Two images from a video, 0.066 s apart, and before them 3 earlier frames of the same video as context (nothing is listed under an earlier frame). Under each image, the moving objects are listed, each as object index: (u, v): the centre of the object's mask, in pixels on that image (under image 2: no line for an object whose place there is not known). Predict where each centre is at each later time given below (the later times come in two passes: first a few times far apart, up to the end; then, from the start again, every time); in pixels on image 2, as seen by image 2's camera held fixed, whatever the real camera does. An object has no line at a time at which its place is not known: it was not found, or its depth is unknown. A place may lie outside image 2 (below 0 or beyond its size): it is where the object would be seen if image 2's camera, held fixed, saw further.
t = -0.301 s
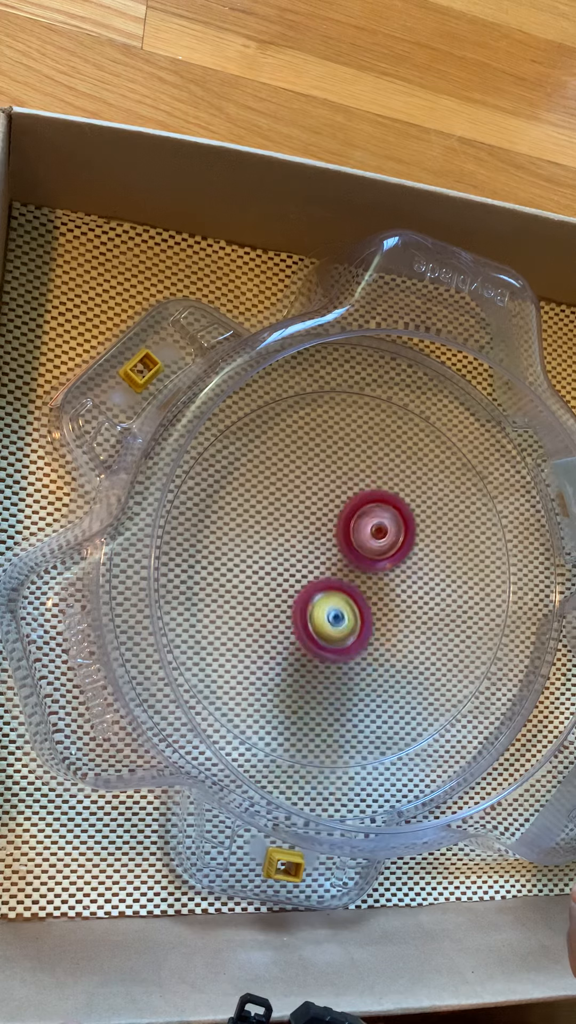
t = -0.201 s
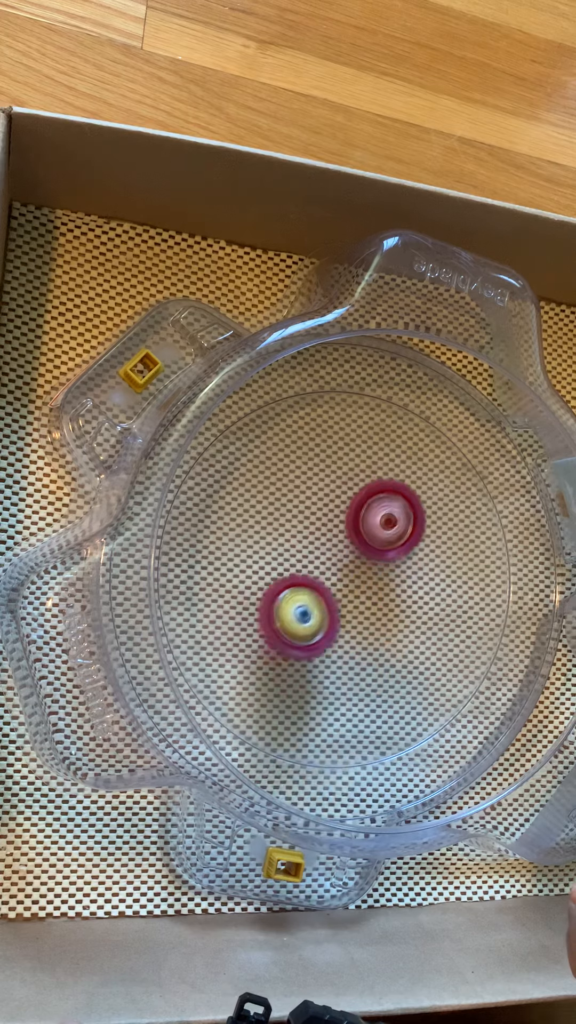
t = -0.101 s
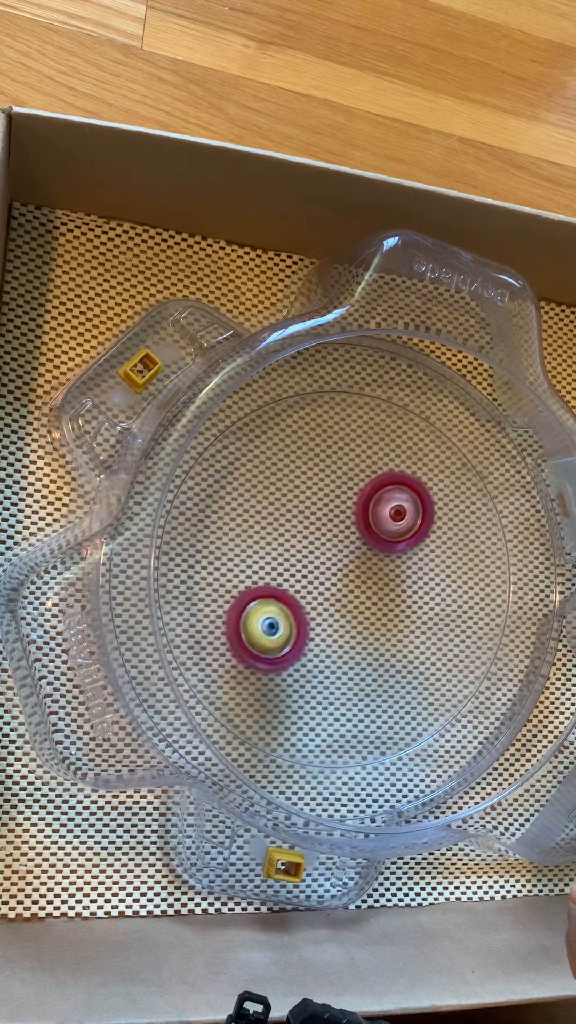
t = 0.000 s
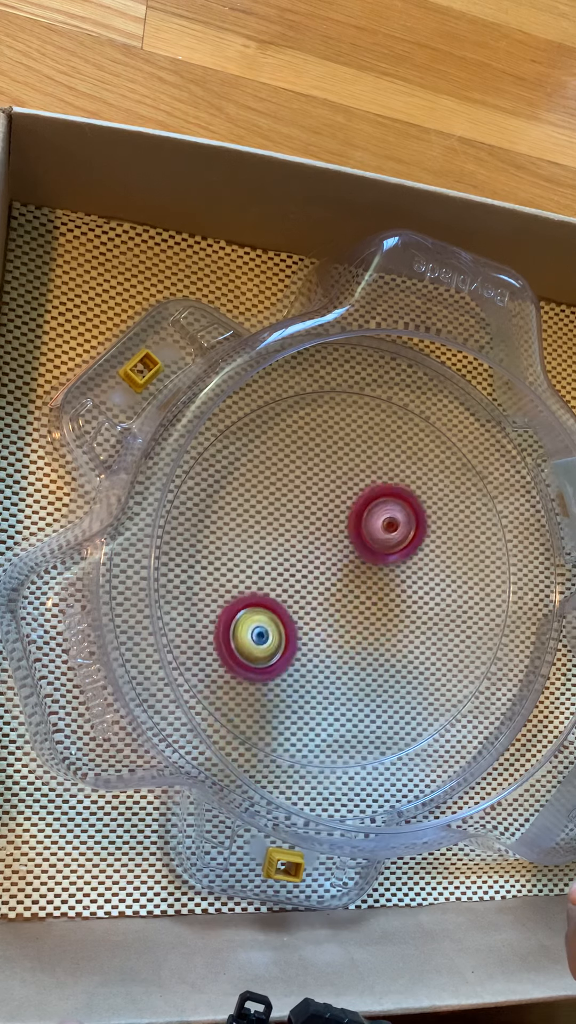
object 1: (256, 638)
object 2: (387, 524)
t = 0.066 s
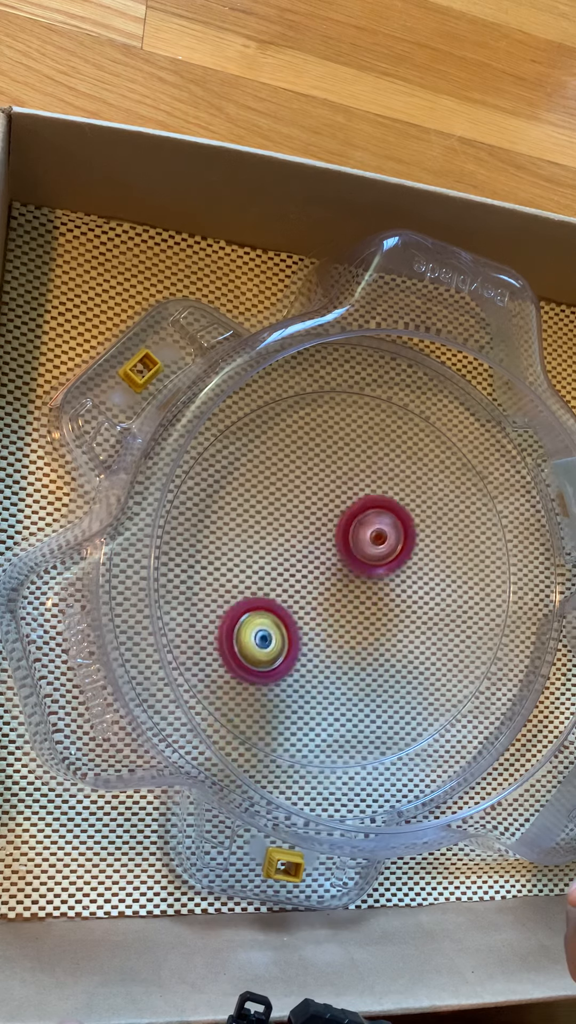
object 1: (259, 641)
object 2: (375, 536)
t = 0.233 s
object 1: (287, 627)
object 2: (358, 570)
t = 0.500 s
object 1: (248, 626)
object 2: (432, 532)
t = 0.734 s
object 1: (290, 578)
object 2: (370, 523)
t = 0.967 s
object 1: (231, 564)
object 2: (431, 537)
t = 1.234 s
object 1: (265, 565)
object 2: (375, 562)
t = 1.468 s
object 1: (293, 525)
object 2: (398, 610)
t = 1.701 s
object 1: (317, 506)
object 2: (406, 602)
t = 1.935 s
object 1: (334, 512)
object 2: (370, 591)
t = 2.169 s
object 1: (348, 505)
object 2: (341, 627)
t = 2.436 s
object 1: (354, 532)
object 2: (353, 633)
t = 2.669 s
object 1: (397, 541)
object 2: (341, 631)
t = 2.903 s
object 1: (401, 543)
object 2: (325, 618)
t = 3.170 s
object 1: (388, 567)
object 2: (304, 602)
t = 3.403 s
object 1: (392, 612)
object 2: (308, 582)
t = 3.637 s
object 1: (397, 616)
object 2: (325, 565)
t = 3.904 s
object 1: (390, 612)
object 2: (327, 549)
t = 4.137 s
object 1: (349, 631)
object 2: (332, 541)
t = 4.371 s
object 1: (341, 625)
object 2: (352, 531)
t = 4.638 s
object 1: (355, 630)
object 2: (358, 537)
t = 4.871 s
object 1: (328, 634)
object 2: (348, 547)
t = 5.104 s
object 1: (302, 617)
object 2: (351, 546)
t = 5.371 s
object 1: (301, 601)
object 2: (373, 551)
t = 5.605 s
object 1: (306, 593)
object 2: (385, 563)
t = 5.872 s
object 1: (306, 583)
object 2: (389, 574)
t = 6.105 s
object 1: (304, 574)
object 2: (388, 583)
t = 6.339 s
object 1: (306, 561)
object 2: (385, 592)
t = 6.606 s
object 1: (311, 549)
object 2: (378, 603)
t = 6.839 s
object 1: (316, 540)
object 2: (369, 612)
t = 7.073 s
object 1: (328, 531)
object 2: (357, 616)
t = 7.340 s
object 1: (349, 526)
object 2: (343, 615)
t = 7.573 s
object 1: (367, 530)
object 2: (329, 609)
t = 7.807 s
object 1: (381, 540)
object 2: (320, 599)
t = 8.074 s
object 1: (395, 557)
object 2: (317, 587)
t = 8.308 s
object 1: (401, 575)
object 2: (319, 576)
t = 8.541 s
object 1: (398, 593)
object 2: (320, 566)
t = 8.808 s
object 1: (395, 599)
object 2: (307, 553)
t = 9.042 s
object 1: (386, 591)
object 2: (308, 555)
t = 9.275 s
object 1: (381, 591)
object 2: (304, 558)
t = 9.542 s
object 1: (379, 594)
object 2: (297, 554)
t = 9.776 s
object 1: (405, 633)
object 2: (279, 527)
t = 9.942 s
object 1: (390, 632)
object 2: (298, 535)
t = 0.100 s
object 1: (263, 642)
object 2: (368, 542)
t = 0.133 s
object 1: (267, 641)
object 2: (362, 546)
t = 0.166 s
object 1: (280, 635)
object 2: (354, 558)
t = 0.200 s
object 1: (286, 630)
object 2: (352, 564)
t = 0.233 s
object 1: (287, 627)
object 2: (358, 570)
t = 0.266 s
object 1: (274, 630)
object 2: (381, 566)
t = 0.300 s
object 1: (263, 633)
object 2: (401, 562)
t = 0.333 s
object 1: (255, 634)
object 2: (416, 559)
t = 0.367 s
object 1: (249, 634)
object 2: (427, 555)
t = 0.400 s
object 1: (245, 633)
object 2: (433, 551)
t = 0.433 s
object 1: (245, 632)
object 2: (436, 545)
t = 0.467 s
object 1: (245, 629)
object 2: (436, 538)
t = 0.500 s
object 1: (248, 626)
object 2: (432, 532)
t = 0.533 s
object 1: (252, 622)
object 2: (425, 526)
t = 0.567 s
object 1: (258, 617)
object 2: (416, 522)
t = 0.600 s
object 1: (263, 611)
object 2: (406, 520)
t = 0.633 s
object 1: (269, 604)
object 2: (396, 519)
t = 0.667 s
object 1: (276, 596)
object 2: (386, 520)
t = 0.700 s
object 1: (282, 587)
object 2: (378, 521)
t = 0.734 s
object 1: (290, 578)
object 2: (370, 523)
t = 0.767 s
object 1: (293, 571)
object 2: (367, 527)
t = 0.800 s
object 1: (276, 570)
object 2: (387, 526)
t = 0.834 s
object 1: (262, 569)
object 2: (404, 525)
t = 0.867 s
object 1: (250, 568)
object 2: (416, 526)
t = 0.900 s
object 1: (241, 566)
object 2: (425, 529)
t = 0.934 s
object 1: (235, 565)
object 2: (429, 532)
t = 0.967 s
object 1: (231, 564)
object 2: (431, 537)
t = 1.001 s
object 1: (229, 564)
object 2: (429, 542)
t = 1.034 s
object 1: (229, 564)
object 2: (424, 546)
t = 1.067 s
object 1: (231, 565)
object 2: (417, 550)
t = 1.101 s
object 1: (235, 566)
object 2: (409, 553)
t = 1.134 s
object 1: (240, 568)
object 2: (399, 555)
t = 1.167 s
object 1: (247, 568)
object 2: (391, 557)
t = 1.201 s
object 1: (256, 567)
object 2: (382, 559)
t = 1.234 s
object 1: (265, 565)
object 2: (375, 562)
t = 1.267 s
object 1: (276, 562)
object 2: (369, 566)
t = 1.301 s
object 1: (285, 558)
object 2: (366, 571)
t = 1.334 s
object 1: (285, 549)
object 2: (374, 580)
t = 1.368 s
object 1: (286, 541)
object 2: (381, 588)
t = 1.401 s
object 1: (288, 536)
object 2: (387, 597)
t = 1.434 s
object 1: (290, 531)
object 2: (393, 604)
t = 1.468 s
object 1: (293, 525)
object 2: (398, 610)
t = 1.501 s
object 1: (297, 520)
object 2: (402, 615)
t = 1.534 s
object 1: (301, 517)
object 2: (407, 619)
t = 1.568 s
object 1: (304, 514)
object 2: (409, 620)
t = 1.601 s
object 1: (308, 511)
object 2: (410, 618)
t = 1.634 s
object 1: (311, 509)
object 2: (410, 614)
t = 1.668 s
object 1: (314, 507)
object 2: (408, 608)
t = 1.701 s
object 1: (317, 506)
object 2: (406, 602)
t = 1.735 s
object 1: (320, 506)
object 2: (403, 596)
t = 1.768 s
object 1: (323, 506)
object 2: (399, 593)
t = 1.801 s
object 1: (325, 506)
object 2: (394, 590)
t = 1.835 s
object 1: (327, 507)
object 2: (389, 589)
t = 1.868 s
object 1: (329, 509)
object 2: (383, 589)
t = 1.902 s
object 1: (332, 510)
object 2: (376, 590)
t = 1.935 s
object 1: (334, 512)
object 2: (370, 591)
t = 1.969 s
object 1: (336, 509)
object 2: (365, 597)
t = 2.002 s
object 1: (339, 507)
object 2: (360, 602)
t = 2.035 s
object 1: (342, 506)
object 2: (355, 608)
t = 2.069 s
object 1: (344, 505)
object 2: (350, 612)
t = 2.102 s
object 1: (346, 505)
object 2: (347, 617)
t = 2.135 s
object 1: (348, 504)
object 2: (343, 622)
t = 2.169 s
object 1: (348, 505)
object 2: (341, 627)
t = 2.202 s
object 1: (349, 507)
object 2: (340, 631)
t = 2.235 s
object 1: (348, 509)
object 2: (340, 634)
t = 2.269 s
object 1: (347, 513)
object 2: (341, 638)
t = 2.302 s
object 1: (347, 516)
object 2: (343, 639)
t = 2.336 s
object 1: (346, 519)
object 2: (345, 640)
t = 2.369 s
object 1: (348, 523)
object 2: (348, 638)
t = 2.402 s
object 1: (350, 527)
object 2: (351, 636)
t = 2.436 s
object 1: (354, 532)
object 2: (353, 633)
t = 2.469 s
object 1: (358, 535)
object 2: (355, 631)
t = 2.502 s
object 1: (363, 539)
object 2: (355, 629)
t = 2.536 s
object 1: (369, 540)
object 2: (354, 629)
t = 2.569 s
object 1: (377, 540)
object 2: (350, 630)
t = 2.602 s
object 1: (384, 539)
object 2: (348, 631)
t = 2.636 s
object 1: (390, 539)
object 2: (344, 631)
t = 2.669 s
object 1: (397, 541)
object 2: (341, 631)
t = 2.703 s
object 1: (402, 541)
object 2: (338, 630)
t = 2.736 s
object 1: (406, 542)
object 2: (336, 629)
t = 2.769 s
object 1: (409, 543)
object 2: (333, 627)
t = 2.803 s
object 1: (410, 544)
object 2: (330, 625)
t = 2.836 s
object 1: (408, 544)
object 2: (329, 623)
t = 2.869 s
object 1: (405, 543)
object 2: (327, 621)
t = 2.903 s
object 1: (401, 543)
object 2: (325, 618)
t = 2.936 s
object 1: (397, 544)
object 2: (324, 615)
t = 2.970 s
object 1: (393, 544)
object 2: (323, 612)
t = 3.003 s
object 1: (388, 546)
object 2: (321, 610)
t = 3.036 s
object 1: (385, 549)
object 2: (320, 608)
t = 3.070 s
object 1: (383, 552)
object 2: (318, 605)
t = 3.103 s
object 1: (385, 557)
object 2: (312, 605)
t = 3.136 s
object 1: (386, 562)
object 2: (307, 604)
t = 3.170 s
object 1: (388, 567)
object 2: (304, 602)
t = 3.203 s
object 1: (389, 574)
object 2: (302, 600)
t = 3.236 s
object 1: (389, 582)
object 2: (301, 597)
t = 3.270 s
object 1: (390, 589)
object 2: (301, 595)
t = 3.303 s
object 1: (390, 595)
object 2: (301, 591)
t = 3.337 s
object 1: (391, 603)
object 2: (302, 588)
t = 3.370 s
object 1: (391, 608)
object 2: (305, 585)
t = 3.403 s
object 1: (392, 612)
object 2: (308, 582)
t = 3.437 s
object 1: (393, 616)
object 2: (311, 579)
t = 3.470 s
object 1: (394, 619)
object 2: (314, 578)
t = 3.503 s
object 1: (395, 621)
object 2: (317, 575)
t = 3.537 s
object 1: (395, 621)
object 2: (320, 574)
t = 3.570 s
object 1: (396, 619)
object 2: (323, 572)
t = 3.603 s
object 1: (397, 619)
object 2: (324, 568)
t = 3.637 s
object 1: (397, 616)
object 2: (325, 565)
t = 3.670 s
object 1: (397, 613)
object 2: (325, 563)
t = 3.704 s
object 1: (398, 610)
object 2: (326, 560)
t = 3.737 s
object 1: (399, 608)
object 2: (327, 558)
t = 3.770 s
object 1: (399, 606)
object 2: (327, 556)
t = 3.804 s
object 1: (399, 605)
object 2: (327, 554)
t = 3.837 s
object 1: (397, 605)
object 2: (328, 553)
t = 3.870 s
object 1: (394, 609)
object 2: (327, 552)
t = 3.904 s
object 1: (390, 612)
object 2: (327, 549)
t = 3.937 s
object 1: (384, 617)
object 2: (326, 546)
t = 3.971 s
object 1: (376, 620)
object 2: (326, 546)
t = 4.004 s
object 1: (369, 623)
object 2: (327, 544)
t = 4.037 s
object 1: (363, 629)
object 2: (328, 542)
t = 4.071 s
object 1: (358, 632)
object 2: (329, 541)
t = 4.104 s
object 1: (354, 633)
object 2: (331, 541)
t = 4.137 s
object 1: (349, 631)
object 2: (332, 541)
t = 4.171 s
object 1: (347, 630)
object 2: (335, 541)
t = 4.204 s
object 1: (344, 630)
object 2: (338, 538)
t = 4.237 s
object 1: (342, 629)
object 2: (341, 536)
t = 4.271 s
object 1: (341, 627)
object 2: (343, 535)
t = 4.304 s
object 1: (341, 624)
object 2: (345, 535)
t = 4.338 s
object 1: (341, 624)
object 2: (349, 533)
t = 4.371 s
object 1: (341, 625)
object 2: (352, 531)
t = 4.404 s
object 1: (342, 625)
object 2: (354, 531)
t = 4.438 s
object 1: (344, 624)
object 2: (356, 532)
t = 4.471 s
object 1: (347, 623)
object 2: (357, 534)
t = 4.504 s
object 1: (349, 624)
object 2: (358, 534)
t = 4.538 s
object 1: (351, 625)
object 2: (359, 533)
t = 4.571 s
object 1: (352, 626)
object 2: (359, 534)
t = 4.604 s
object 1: (354, 628)
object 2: (359, 535)
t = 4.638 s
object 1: (355, 630)
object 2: (358, 537)
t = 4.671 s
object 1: (355, 631)
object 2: (356, 540)
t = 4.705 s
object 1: (353, 632)
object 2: (354, 542)
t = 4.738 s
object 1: (349, 634)
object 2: (353, 543)
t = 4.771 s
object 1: (346, 636)
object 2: (352, 544)
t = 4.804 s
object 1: (340, 636)
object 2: (351, 545)
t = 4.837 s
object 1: (334, 636)
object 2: (350, 546)
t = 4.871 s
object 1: (328, 634)
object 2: (348, 547)
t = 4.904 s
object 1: (323, 632)
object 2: (348, 547)
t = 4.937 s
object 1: (317, 631)
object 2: (347, 547)
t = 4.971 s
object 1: (312, 629)
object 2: (347, 547)
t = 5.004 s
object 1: (309, 626)
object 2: (348, 547)
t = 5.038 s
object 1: (306, 623)
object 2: (348, 546)
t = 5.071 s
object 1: (303, 620)
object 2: (349, 546)
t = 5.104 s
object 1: (302, 617)
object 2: (351, 546)
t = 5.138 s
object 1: (301, 614)
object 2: (353, 545)
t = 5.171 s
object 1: (300, 612)
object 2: (356, 545)
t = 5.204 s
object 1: (300, 609)
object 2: (359, 545)
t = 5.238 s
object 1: (301, 607)
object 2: (362, 546)
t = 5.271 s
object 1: (301, 605)
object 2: (365, 547)
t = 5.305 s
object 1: (302, 603)
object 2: (367, 548)
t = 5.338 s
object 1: (301, 602)
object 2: (371, 550)
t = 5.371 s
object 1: (301, 601)
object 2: (373, 551)
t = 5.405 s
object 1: (302, 599)
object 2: (375, 553)
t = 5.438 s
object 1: (304, 597)
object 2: (376, 554)
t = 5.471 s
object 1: (303, 596)
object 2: (379, 556)
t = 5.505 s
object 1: (304, 596)
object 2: (381, 558)
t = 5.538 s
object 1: (305, 595)
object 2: (382, 559)
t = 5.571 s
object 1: (305, 594)
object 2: (383, 560)
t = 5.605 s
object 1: (306, 593)
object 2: (385, 563)
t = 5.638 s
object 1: (306, 592)
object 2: (386, 564)
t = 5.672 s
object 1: (306, 591)
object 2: (386, 565)
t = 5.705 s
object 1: (306, 589)
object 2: (388, 567)
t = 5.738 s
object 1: (306, 588)
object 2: (388, 569)
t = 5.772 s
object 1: (306, 587)
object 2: (388, 570)
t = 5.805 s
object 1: (305, 585)
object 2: (389, 571)
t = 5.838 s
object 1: (305, 584)
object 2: (389, 573)
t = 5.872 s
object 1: (306, 583)
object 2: (389, 574)
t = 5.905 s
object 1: (305, 582)
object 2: (389, 576)
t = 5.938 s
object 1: (304, 581)
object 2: (389, 577)
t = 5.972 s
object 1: (305, 580)
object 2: (389, 578)
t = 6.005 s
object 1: (305, 579)
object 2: (388, 579)
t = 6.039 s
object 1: (304, 577)
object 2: (389, 581)
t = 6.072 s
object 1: (303, 575)
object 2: (389, 582)
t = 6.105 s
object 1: (304, 574)
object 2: (388, 583)
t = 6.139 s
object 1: (305, 573)
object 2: (387, 584)
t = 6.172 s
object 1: (304, 570)
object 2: (387, 586)
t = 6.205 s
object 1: (304, 568)
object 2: (387, 587)
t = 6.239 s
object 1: (305, 566)
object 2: (386, 588)
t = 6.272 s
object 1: (305, 564)
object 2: (386, 590)
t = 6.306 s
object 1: (305, 562)
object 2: (386, 591)
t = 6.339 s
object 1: (306, 561)
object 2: (385, 592)
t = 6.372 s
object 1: (306, 559)
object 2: (384, 593)
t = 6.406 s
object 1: (306, 558)
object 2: (383, 595)
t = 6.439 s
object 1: (307, 556)
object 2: (383, 597)
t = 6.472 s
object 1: (308, 555)
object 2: (381, 597)
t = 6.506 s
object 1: (308, 553)
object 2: (381, 599)
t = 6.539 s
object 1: (308, 552)
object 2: (380, 601)
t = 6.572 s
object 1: (310, 551)
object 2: (379, 602)
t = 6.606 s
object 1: (311, 549)
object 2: (378, 603)
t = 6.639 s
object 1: (311, 548)
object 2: (377, 604)
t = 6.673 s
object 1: (311, 546)
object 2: (376, 606)
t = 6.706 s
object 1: (313, 545)
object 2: (374, 607)
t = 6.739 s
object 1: (314, 545)
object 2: (373, 608)
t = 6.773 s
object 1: (314, 542)
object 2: (372, 611)
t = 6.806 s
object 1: (315, 541)
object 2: (370, 612)
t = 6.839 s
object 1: (316, 540)
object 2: (369, 612)
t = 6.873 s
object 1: (318, 540)
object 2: (367, 612)
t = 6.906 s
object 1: (320, 537)
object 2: (366, 614)
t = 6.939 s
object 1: (321, 535)
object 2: (365, 615)
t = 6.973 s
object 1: (323, 534)
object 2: (363, 615)
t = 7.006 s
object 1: (325, 534)
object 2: (361, 614)
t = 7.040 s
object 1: (327, 531)
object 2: (359, 615)
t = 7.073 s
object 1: (328, 531)
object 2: (357, 616)
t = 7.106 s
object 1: (331, 530)
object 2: (355, 615)
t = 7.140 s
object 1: (334, 527)
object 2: (353, 617)
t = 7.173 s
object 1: (336, 527)
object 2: (352, 616)
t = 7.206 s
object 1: (339, 527)
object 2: (350, 615)
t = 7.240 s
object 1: (341, 526)
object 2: (348, 615)
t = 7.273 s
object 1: (344, 525)
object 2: (346, 616)
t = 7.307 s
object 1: (347, 526)
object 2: (345, 615)
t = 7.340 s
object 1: (349, 526)
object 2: (343, 615)
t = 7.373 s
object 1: (352, 526)
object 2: (341, 614)
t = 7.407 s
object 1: (354, 526)
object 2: (339, 614)
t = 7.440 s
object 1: (357, 527)
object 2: (337, 613)
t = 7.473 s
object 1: (359, 528)
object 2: (335, 613)
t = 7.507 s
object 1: (362, 528)
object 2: (333, 612)
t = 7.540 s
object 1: (364, 529)
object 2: (331, 610)
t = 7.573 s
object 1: (367, 530)
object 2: (329, 609)
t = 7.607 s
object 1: (370, 530)
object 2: (327, 608)
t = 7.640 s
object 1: (372, 532)
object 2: (326, 606)
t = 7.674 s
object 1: (374, 534)
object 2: (324, 605)
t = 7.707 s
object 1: (376, 535)
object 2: (323, 603)
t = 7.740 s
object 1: (378, 536)
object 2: (321, 601)
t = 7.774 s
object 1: (380, 538)
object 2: (320, 600)
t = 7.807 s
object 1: (381, 540)
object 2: (320, 599)
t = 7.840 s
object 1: (383, 542)
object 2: (319, 598)
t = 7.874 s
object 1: (385, 545)
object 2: (318, 596)
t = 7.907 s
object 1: (387, 547)
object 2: (317, 594)
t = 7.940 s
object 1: (389, 549)
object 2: (317, 593)
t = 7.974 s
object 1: (391, 551)
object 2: (317, 592)
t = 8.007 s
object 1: (393, 553)
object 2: (317, 590)
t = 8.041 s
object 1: (394, 555)
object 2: (317, 589)
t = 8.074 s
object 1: (395, 557)
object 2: (317, 587)
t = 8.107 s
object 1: (396, 559)
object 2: (317, 586)
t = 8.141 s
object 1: (397, 562)
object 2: (317, 584)
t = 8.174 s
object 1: (398, 565)
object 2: (317, 582)
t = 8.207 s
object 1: (400, 568)
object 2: (318, 580)
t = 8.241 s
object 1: (401, 570)
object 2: (318, 579)
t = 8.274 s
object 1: (401, 572)
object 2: (318, 578)
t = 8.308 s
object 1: (401, 575)
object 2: (319, 576)
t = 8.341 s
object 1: (401, 578)
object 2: (319, 575)
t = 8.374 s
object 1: (402, 582)
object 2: (319, 573)
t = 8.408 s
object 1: (402, 584)
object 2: (320, 571)
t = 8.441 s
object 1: (403, 587)
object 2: (319, 569)
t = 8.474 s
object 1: (402, 591)
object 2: (318, 567)
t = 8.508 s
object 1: (401, 592)
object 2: (318, 567)
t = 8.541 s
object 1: (398, 593)
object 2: (320, 566)
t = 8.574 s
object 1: (403, 599)
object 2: (313, 561)
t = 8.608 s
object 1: (407, 603)
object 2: (305, 554)
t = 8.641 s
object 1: (407, 606)
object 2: (301, 550)
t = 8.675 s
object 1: (406, 607)
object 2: (300, 548)
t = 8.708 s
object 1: (404, 606)
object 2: (302, 548)
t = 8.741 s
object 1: (401, 604)
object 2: (303, 549)
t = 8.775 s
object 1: (398, 601)
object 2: (305, 551)
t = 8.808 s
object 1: (395, 599)
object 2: (307, 553)
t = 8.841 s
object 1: (391, 597)
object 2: (308, 555)
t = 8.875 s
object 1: (388, 595)
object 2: (309, 557)
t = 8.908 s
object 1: (386, 592)
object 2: (310, 559)
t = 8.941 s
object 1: (386, 592)
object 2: (307, 558)
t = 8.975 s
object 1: (387, 592)
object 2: (305, 556)
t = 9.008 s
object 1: (387, 592)
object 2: (306, 554)
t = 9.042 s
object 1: (386, 591)
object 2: (308, 555)
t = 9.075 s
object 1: (385, 590)
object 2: (308, 556)
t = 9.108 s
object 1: (386, 591)
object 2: (305, 555)
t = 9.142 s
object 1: (388, 592)
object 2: (304, 554)
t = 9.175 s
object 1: (387, 592)
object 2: (304, 555)
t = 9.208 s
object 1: (386, 592)
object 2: (304, 555)
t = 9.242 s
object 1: (384, 591)
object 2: (304, 557)
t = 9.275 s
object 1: (381, 591)
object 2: (304, 558)
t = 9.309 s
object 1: (381, 590)
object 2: (302, 558)
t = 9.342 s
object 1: (383, 591)
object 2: (297, 554)
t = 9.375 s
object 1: (384, 593)
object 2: (296, 552)
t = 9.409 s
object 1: (384, 594)
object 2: (298, 552)
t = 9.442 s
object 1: (383, 594)
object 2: (299, 553)
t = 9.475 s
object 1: (381, 593)
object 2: (301, 556)
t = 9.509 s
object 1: (379, 592)
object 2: (301, 557)
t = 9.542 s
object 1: (379, 594)
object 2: (297, 554)
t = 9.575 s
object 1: (389, 605)
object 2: (285, 542)
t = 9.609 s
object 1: (396, 612)
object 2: (278, 532)
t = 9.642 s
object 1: (399, 618)
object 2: (274, 526)
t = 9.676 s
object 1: (402, 624)
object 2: (274, 525)
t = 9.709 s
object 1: (404, 627)
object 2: (275, 526)
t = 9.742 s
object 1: (404, 631)
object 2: (277, 526)
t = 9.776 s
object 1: (405, 633)
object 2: (279, 527)
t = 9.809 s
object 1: (403, 634)
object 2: (282, 528)
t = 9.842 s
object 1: (401, 635)
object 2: (285, 528)
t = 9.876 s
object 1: (399, 635)
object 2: (290, 529)
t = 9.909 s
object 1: (394, 633)
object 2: (294, 532)
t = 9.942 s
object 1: (390, 632)
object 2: (298, 535)
